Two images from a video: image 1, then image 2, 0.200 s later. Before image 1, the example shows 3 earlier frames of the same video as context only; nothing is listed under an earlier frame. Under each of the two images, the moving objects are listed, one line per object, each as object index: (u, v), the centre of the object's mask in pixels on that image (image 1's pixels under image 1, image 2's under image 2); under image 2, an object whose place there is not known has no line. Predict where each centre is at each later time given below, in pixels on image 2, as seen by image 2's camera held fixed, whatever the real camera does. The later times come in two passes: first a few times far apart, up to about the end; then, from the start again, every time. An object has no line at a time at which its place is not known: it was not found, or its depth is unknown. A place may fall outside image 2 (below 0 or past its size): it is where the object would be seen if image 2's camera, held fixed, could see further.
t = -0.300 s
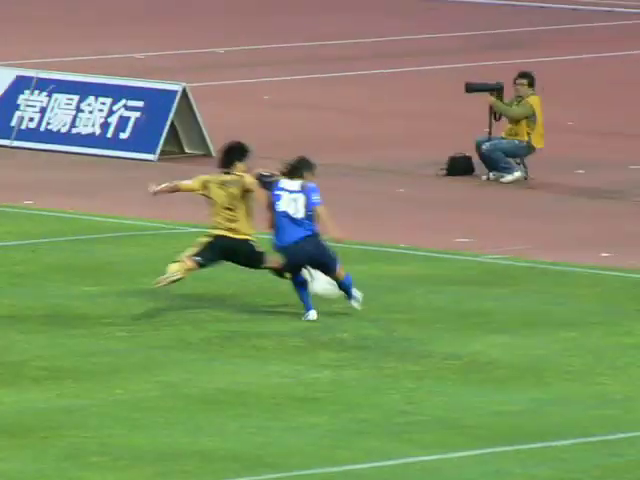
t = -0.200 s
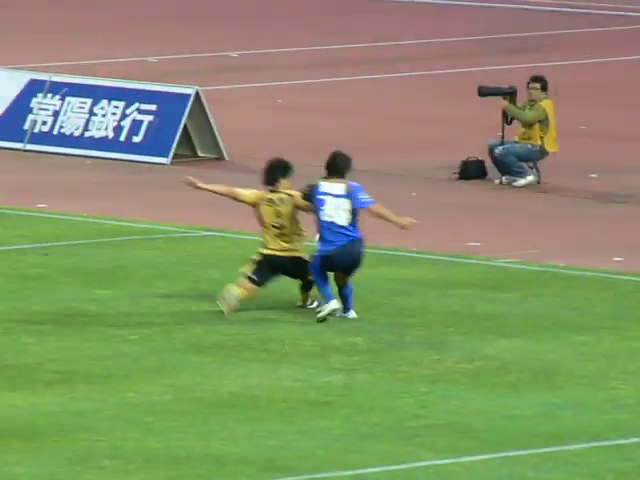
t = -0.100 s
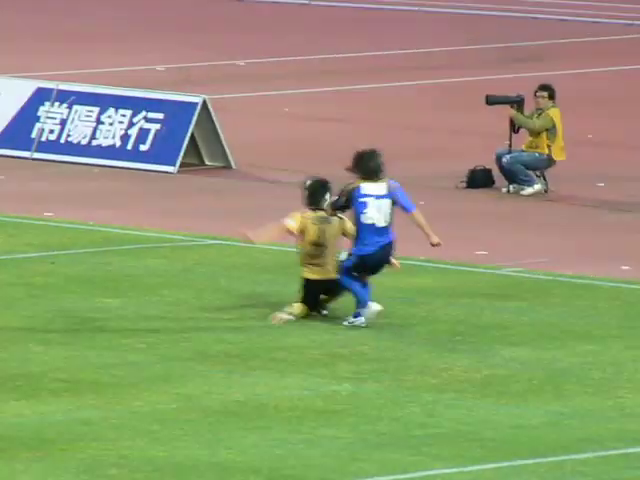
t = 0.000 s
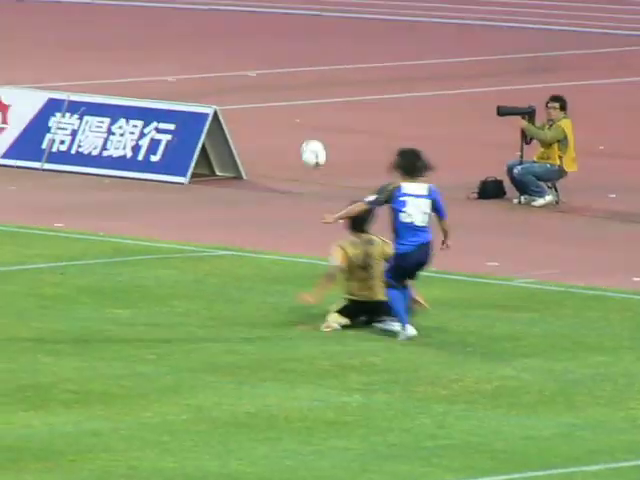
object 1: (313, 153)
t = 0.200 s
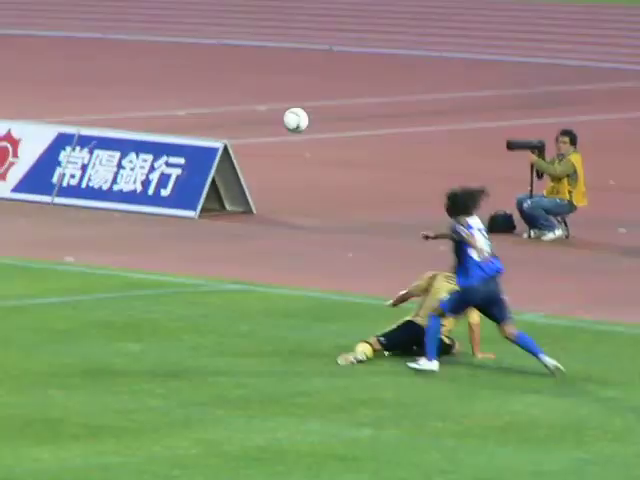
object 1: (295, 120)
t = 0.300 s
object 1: (283, 102)
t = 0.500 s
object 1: (261, 97)
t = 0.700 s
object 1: (241, 132)
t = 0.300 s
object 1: (283, 102)
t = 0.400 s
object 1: (272, 95)
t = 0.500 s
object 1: (261, 97)
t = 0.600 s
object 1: (250, 109)
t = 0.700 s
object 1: (241, 132)
